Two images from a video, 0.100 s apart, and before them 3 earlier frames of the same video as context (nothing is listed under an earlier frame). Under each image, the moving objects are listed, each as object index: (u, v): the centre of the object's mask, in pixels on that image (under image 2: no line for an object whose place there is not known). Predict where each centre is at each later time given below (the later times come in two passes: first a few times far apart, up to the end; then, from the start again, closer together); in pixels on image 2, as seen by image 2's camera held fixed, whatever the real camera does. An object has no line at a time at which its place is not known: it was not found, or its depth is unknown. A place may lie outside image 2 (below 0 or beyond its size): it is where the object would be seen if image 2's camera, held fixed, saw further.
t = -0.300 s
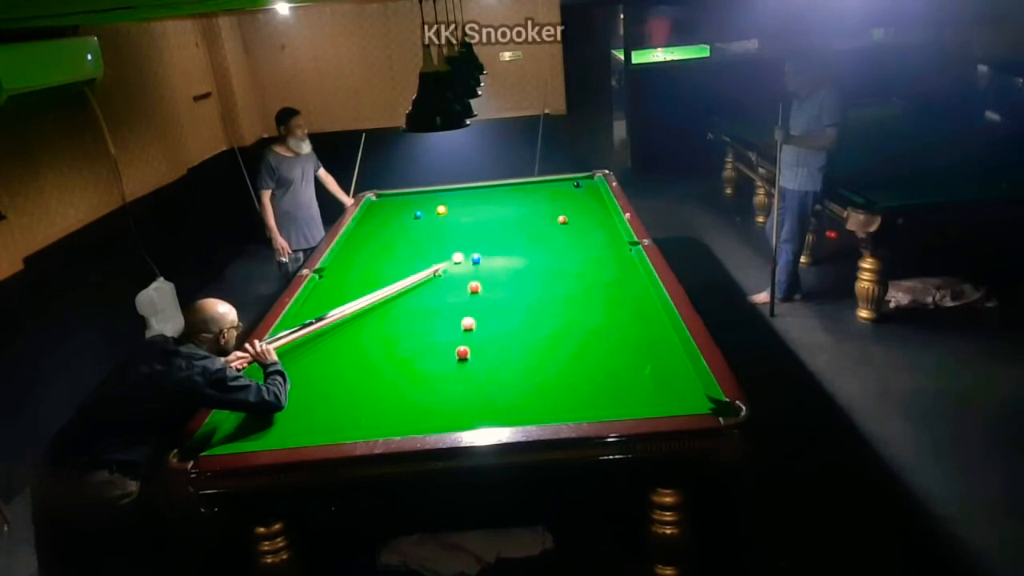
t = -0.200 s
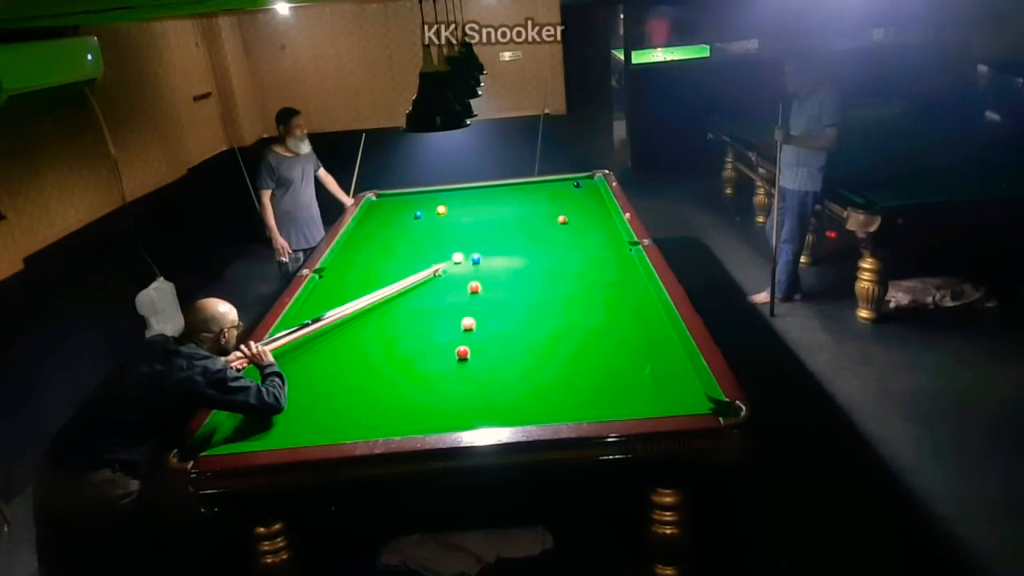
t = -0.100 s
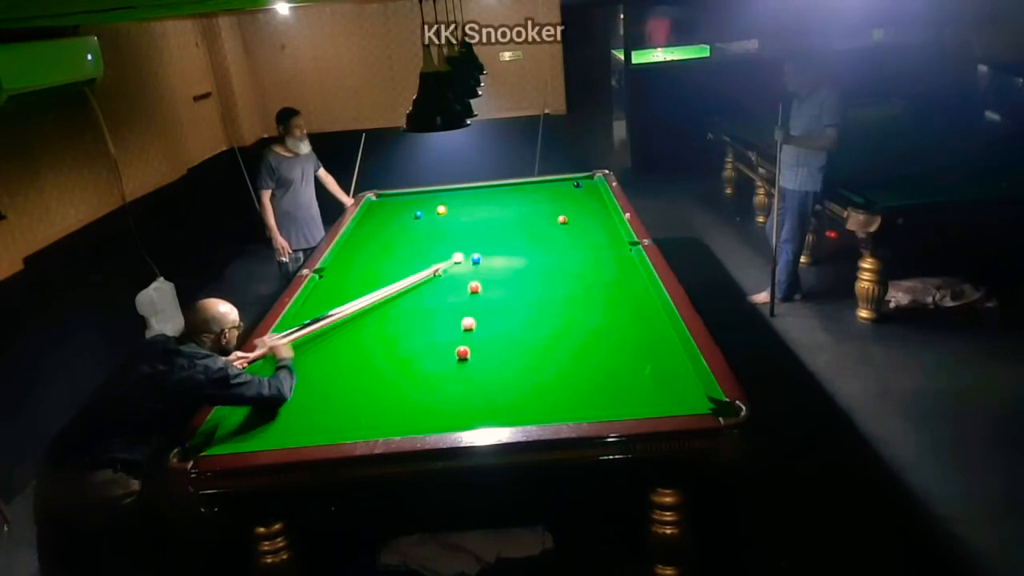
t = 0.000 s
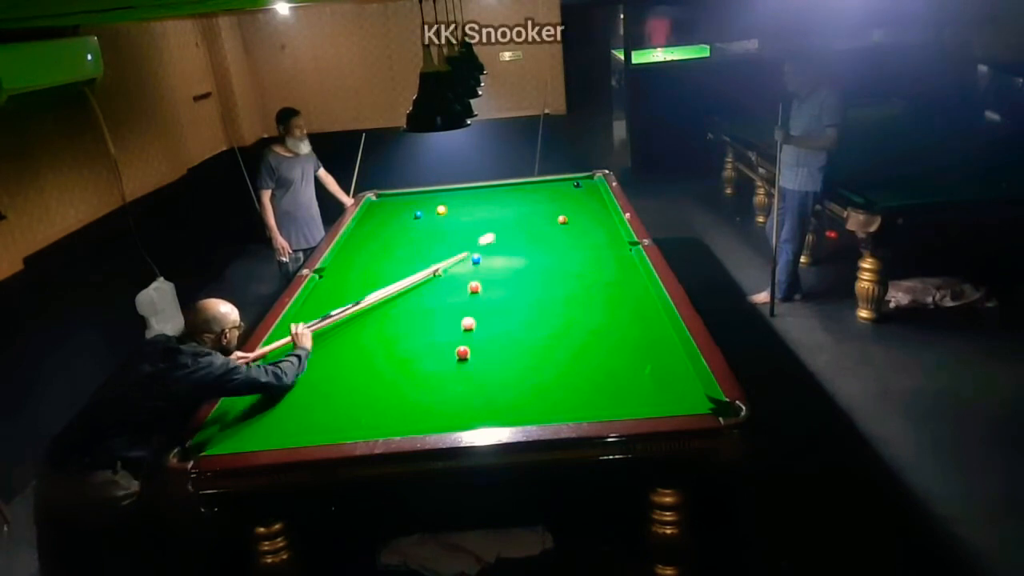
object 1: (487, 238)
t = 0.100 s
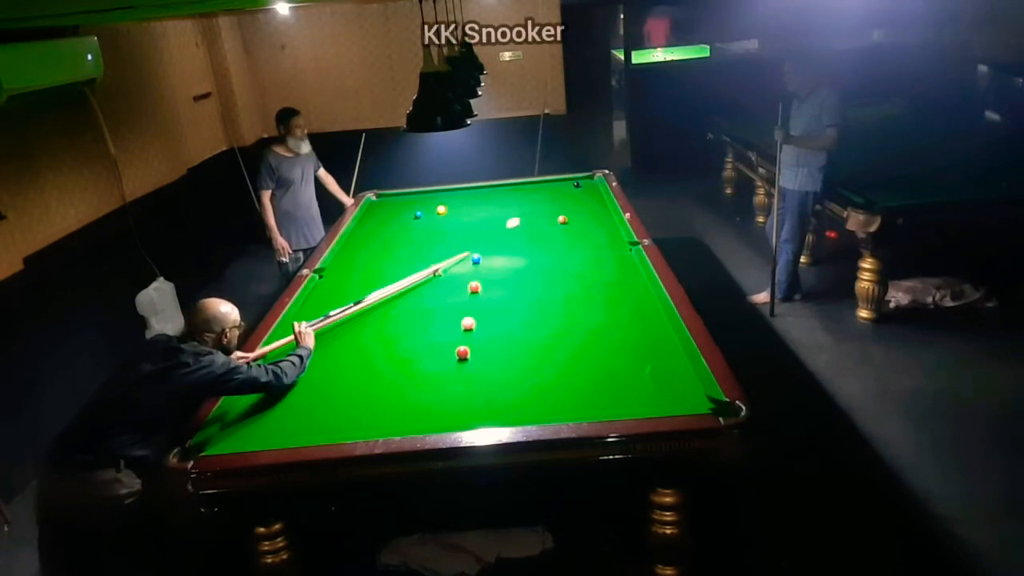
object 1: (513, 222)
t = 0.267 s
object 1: (547, 201)
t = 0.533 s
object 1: (569, 184)
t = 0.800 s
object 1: (567, 179)
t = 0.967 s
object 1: (569, 182)
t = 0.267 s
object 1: (547, 201)
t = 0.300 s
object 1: (552, 197)
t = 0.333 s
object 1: (557, 195)
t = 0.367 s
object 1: (562, 191)
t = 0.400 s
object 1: (567, 189)
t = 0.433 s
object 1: (571, 186)
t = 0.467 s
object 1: (571, 185)
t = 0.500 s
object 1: (569, 185)
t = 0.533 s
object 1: (569, 184)
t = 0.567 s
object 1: (568, 184)
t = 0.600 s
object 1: (567, 183)
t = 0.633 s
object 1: (567, 182)
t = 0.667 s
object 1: (567, 181)
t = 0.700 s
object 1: (567, 181)
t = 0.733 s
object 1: (567, 180)
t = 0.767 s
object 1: (567, 179)
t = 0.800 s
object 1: (567, 179)
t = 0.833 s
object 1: (568, 180)
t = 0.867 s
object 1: (568, 180)
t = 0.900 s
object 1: (568, 181)
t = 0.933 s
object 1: (568, 182)
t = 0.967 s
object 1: (569, 182)
